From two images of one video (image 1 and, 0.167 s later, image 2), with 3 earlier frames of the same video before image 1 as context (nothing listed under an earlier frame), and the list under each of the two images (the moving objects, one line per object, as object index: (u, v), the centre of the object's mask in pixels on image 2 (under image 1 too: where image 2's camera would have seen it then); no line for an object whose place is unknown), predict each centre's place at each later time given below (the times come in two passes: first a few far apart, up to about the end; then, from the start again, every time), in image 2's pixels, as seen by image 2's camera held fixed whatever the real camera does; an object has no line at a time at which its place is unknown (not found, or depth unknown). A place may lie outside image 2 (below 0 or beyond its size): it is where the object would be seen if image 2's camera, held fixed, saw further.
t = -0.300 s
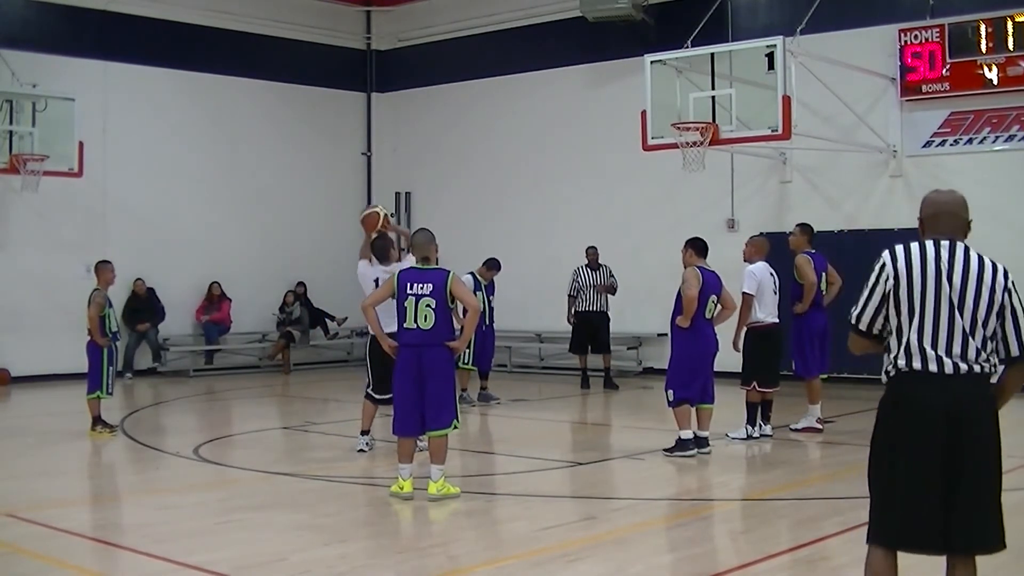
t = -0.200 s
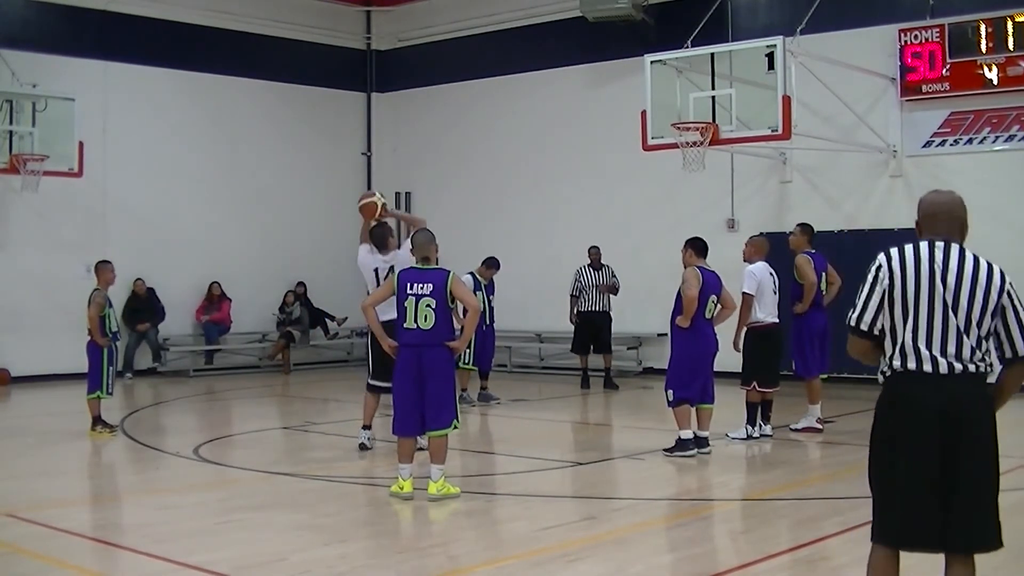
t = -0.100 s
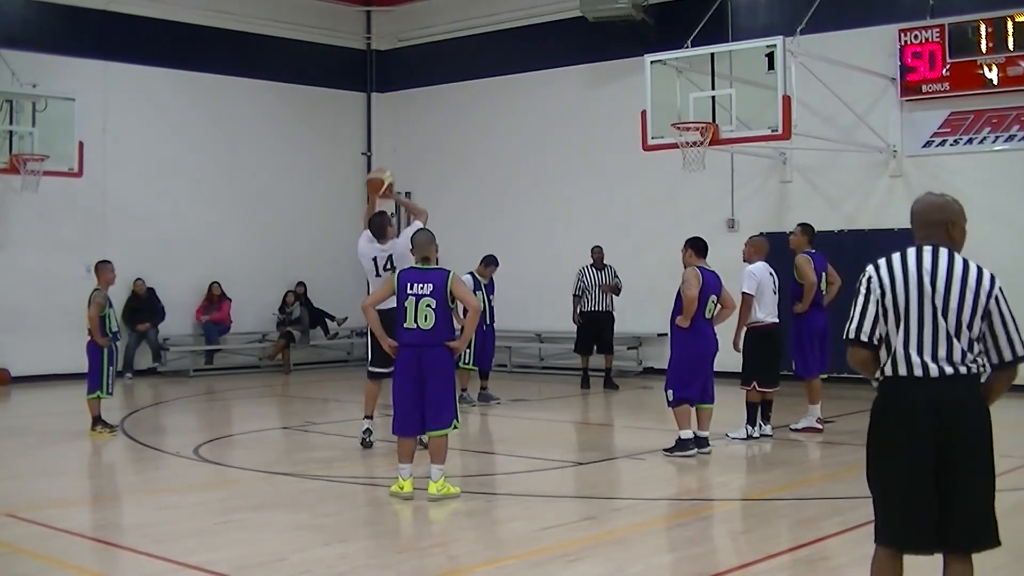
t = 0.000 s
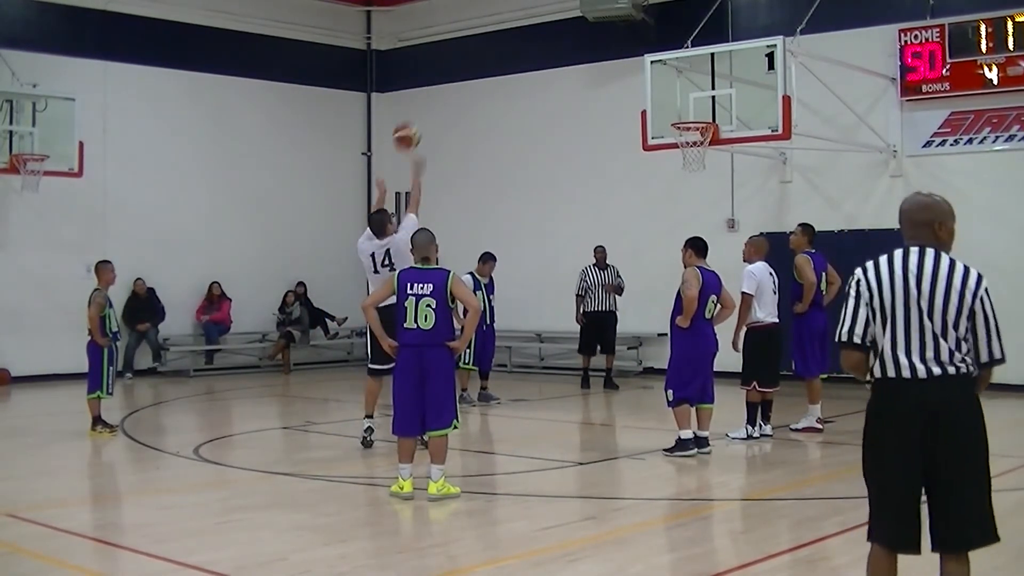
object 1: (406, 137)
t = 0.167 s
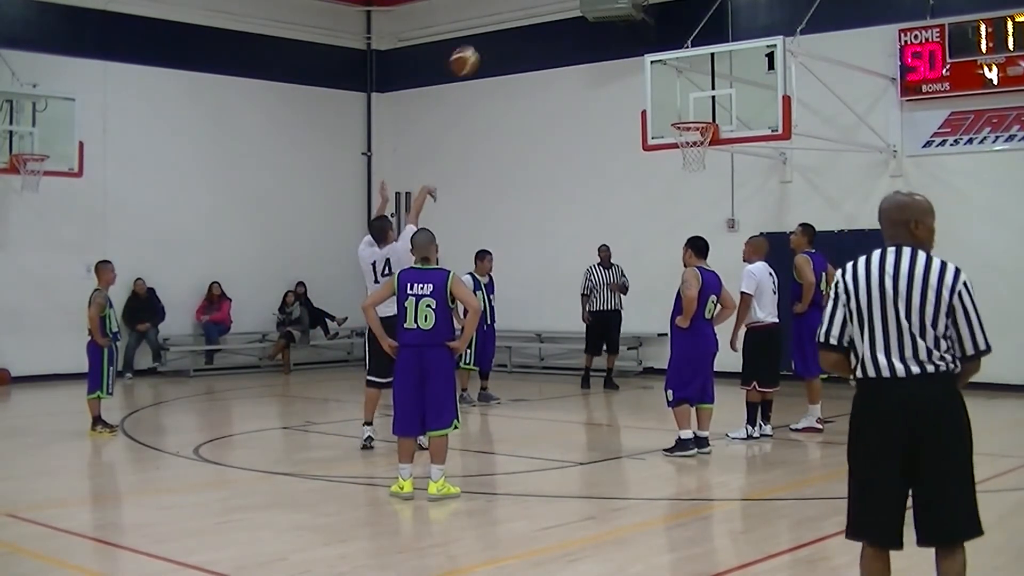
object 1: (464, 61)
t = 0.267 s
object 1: (495, 35)
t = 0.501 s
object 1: (561, 13)
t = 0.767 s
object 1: (626, 51)
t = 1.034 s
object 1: (664, 103)
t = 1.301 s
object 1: (648, 89)
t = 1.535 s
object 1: (635, 126)
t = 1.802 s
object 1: (621, 221)
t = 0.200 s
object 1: (475, 51)
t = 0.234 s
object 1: (485, 42)
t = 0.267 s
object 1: (495, 35)
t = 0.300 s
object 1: (506, 28)
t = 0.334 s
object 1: (516, 23)
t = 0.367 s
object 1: (525, 18)
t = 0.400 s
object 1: (534, 15)
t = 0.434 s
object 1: (543, 13)
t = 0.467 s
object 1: (552, 12)
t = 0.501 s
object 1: (561, 13)
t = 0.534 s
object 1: (570, 14)
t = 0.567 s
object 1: (578, 17)
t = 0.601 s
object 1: (586, 21)
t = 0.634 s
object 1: (595, 25)
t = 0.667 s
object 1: (603, 30)
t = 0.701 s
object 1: (611, 36)
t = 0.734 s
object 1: (619, 43)
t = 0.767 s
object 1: (626, 51)
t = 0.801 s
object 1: (633, 60)
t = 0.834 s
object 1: (641, 70)
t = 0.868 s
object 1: (648, 81)
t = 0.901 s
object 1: (656, 92)
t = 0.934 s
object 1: (662, 104)
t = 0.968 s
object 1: (668, 116)
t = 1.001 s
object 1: (666, 110)
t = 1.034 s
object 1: (664, 103)
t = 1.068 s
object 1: (663, 99)
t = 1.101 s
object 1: (660, 94)
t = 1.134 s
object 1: (658, 91)
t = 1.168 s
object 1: (656, 88)
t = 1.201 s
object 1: (654, 87)
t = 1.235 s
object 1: (652, 87)
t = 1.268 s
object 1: (650, 88)
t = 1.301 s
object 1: (648, 89)
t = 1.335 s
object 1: (646, 91)
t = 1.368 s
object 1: (644, 95)
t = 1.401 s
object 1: (642, 99)
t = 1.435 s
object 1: (640, 105)
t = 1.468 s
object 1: (638, 111)
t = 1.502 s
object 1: (636, 118)
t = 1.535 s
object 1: (635, 126)
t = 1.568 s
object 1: (634, 134)
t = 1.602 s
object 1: (632, 145)
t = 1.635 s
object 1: (630, 155)
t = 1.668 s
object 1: (629, 166)
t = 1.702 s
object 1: (627, 179)
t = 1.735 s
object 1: (625, 193)
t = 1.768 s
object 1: (623, 207)
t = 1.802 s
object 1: (621, 221)
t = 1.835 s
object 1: (620, 237)
